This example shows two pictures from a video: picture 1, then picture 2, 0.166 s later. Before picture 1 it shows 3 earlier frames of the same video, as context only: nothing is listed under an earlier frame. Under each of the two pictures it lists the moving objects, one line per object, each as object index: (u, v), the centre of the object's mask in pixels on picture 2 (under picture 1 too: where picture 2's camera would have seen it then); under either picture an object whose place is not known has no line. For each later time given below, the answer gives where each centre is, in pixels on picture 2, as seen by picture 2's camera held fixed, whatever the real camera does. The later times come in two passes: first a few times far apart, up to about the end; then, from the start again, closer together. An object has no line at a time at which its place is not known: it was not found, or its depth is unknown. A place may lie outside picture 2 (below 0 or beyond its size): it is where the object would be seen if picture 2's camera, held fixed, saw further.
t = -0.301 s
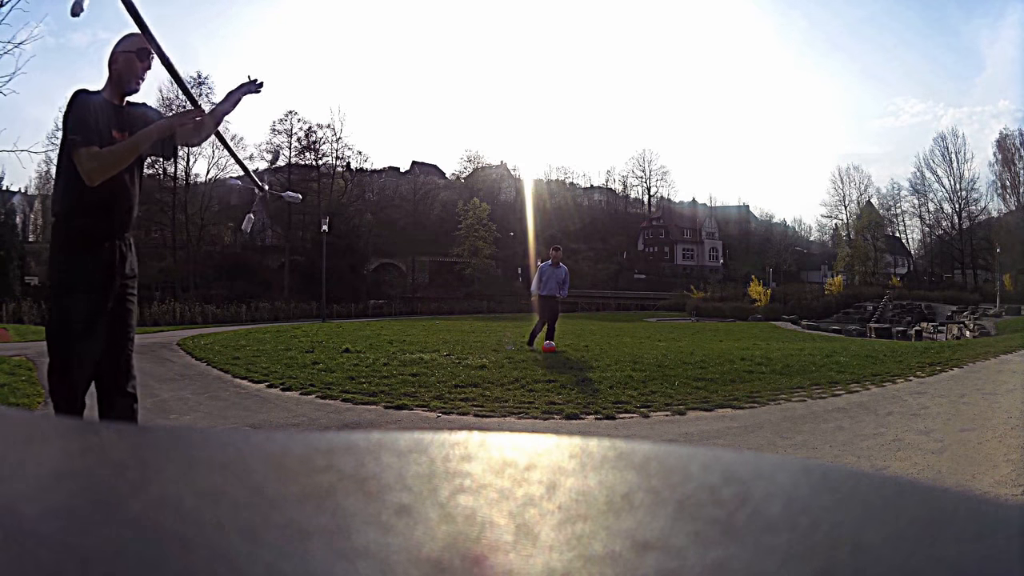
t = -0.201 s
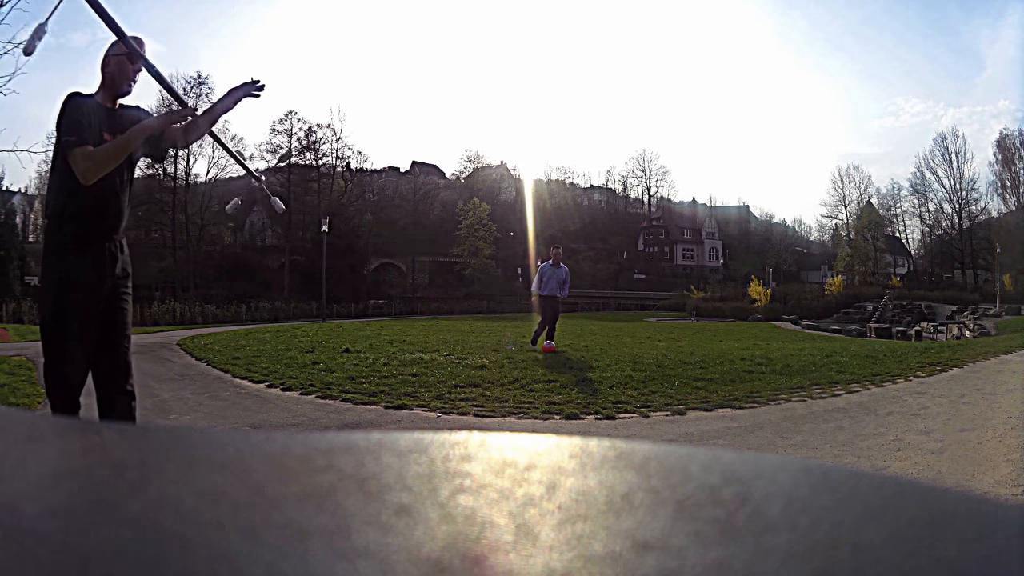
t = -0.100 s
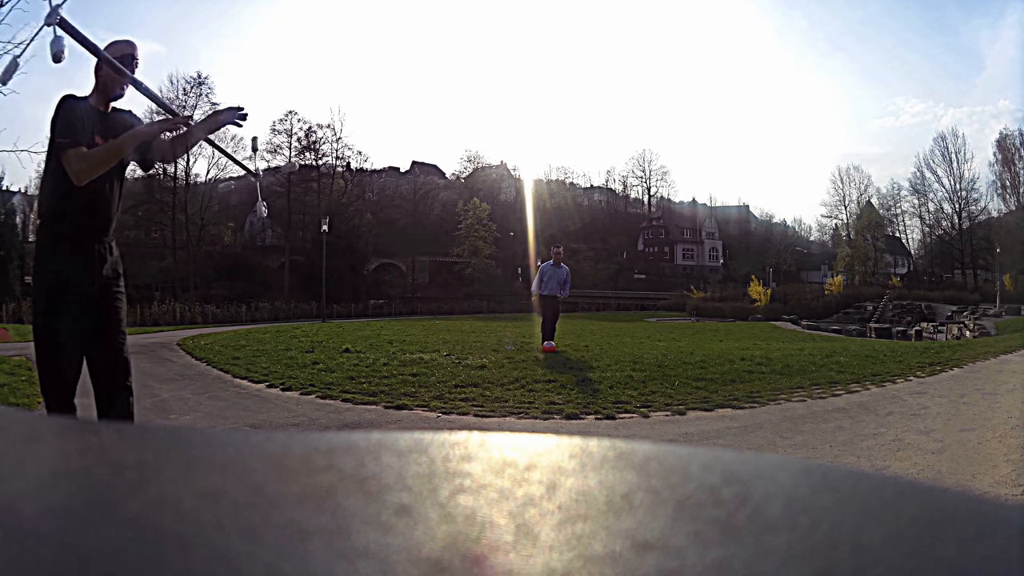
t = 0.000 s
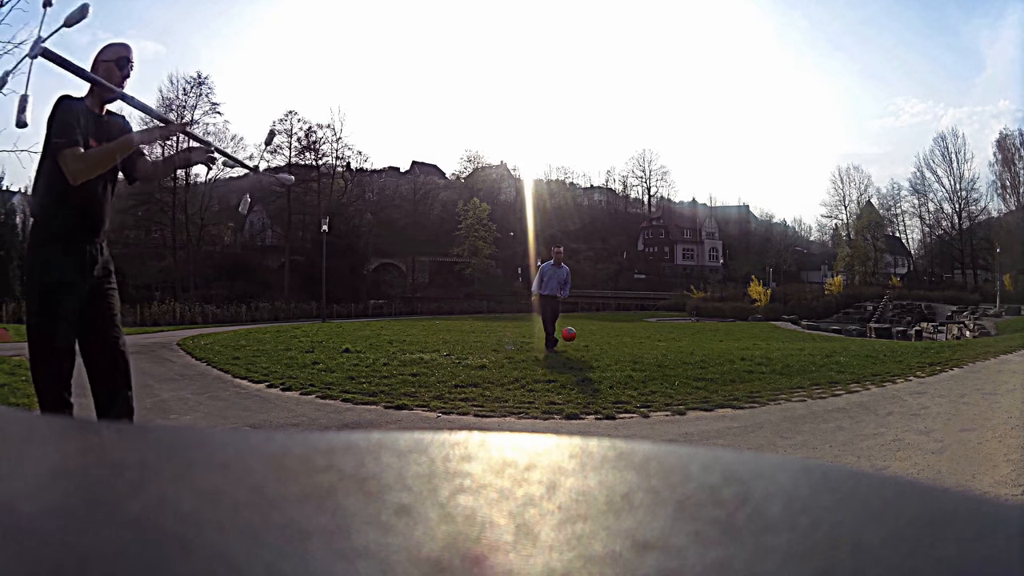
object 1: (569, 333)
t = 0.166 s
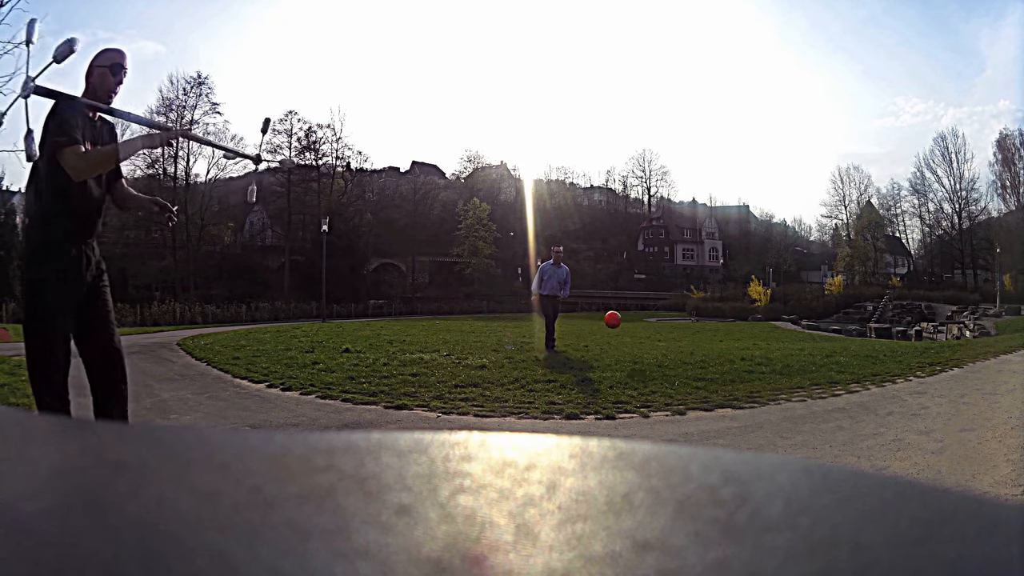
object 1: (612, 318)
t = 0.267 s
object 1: (646, 320)
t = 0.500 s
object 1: (747, 370)
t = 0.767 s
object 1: (847, 360)
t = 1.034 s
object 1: (951, 413)
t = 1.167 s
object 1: (1010, 398)
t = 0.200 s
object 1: (623, 318)
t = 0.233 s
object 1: (634, 318)
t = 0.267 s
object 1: (646, 320)
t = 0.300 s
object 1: (657, 322)
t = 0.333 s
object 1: (670, 326)
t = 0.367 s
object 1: (684, 331)
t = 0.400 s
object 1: (698, 338)
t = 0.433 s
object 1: (714, 347)
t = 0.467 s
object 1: (730, 357)
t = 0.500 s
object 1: (747, 370)
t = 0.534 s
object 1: (765, 384)
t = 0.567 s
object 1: (775, 379)
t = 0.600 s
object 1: (787, 373)
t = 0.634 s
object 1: (798, 366)
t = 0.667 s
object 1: (811, 363)
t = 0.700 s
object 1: (822, 361)
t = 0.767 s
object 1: (847, 360)
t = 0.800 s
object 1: (858, 360)
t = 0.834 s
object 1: (873, 365)
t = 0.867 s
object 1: (885, 371)
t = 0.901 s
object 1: (898, 377)
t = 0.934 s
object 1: (912, 387)
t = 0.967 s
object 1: (924, 398)
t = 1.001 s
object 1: (937, 412)
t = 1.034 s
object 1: (951, 413)
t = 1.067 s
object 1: (966, 407)
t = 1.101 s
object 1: (982, 402)
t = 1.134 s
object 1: (996, 399)
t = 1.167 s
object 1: (1010, 398)
